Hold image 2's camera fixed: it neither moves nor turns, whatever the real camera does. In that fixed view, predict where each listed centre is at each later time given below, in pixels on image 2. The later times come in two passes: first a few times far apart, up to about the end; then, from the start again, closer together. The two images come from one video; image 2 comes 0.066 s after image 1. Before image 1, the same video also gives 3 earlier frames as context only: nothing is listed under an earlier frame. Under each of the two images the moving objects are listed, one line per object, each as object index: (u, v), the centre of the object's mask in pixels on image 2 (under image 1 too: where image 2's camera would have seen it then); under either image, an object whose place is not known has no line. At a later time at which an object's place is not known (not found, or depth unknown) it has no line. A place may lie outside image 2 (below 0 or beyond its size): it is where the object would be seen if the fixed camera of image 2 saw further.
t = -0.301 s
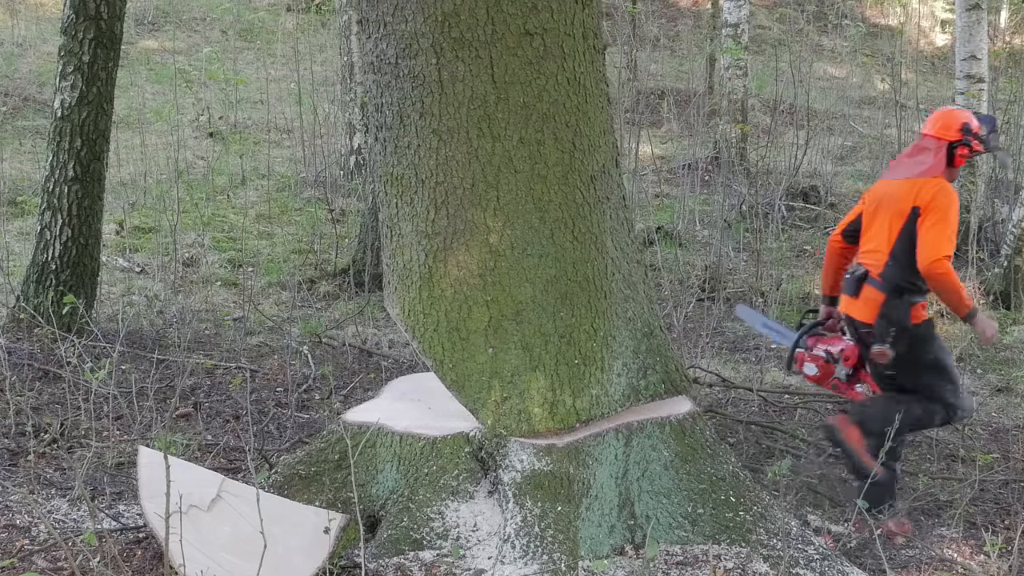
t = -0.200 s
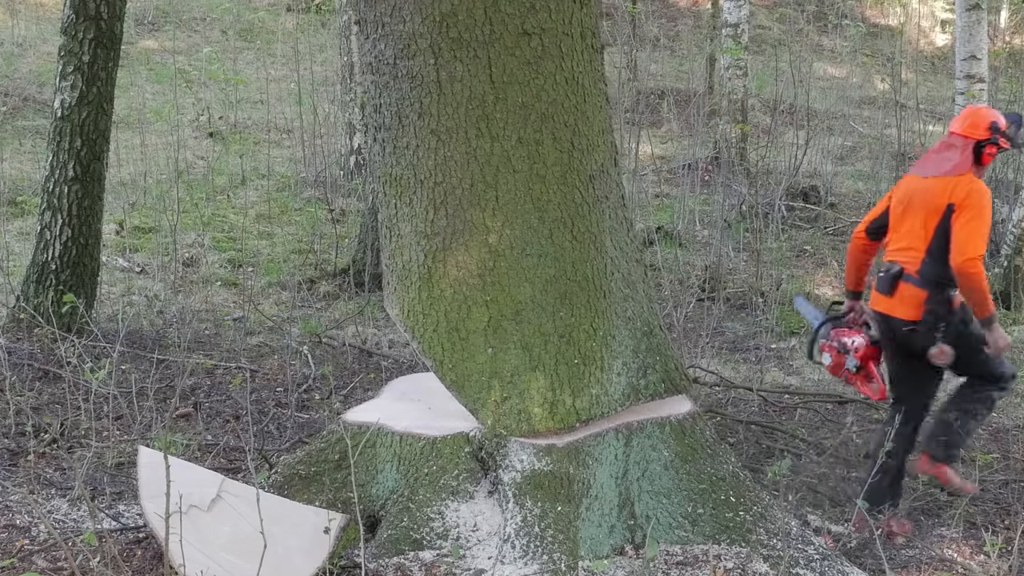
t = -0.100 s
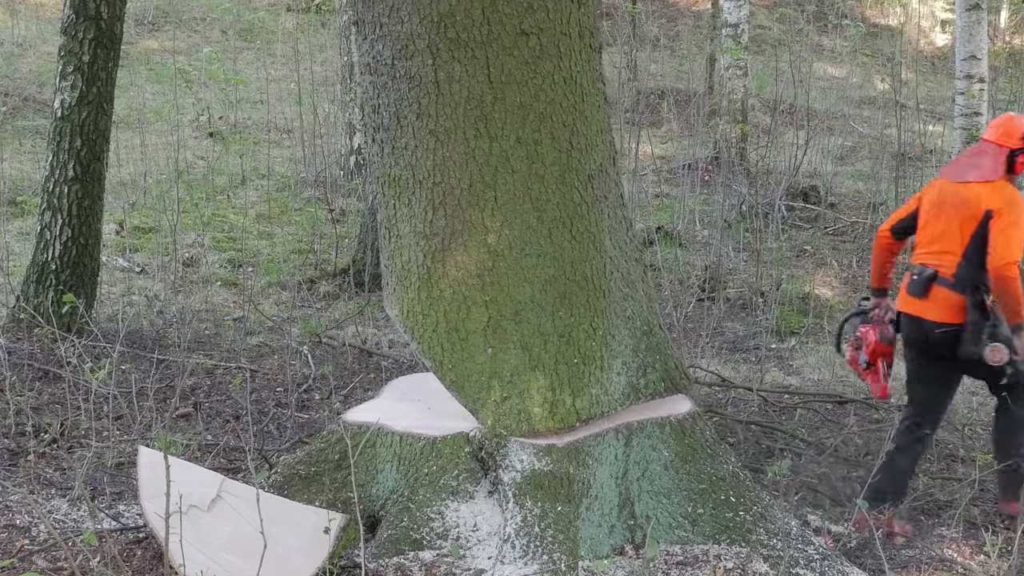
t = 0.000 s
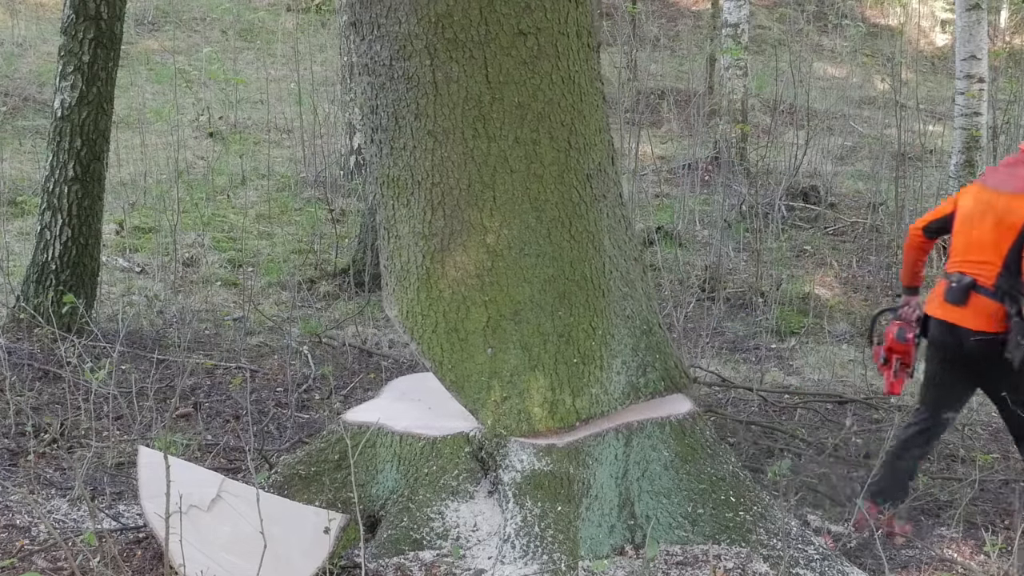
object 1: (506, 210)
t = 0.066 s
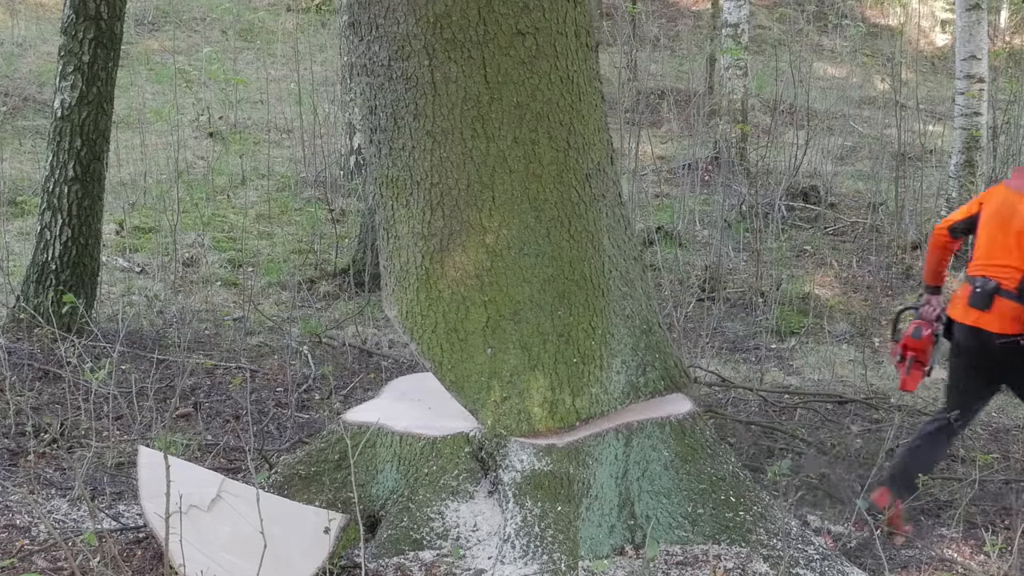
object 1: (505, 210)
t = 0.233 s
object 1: (503, 210)
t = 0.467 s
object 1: (500, 209)
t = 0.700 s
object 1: (496, 210)
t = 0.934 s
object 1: (491, 208)
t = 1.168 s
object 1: (485, 208)
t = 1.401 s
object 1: (478, 207)
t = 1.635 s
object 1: (470, 206)
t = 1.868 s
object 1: (460, 204)
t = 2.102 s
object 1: (448, 203)
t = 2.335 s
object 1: (434, 202)
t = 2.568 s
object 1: (417, 200)
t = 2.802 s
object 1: (395, 198)
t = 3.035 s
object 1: (368, 195)
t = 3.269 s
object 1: (334, 193)
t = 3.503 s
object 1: (304, 199)
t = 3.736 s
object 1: (281, 213)
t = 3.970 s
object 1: (269, 239)
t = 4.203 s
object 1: (250, 271)
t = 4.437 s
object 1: (191, 336)
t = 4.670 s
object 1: (136, 371)
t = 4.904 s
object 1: (147, 373)
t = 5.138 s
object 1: (159, 373)
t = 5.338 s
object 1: (160, 375)
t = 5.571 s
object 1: (159, 374)
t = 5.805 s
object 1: (159, 375)
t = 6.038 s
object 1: (159, 375)
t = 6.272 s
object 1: (159, 375)
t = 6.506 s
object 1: (159, 375)
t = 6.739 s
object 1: (159, 375)
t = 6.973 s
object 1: (159, 375)
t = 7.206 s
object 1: (159, 375)
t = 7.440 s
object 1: (159, 375)
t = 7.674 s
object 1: (159, 375)
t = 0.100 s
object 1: (504, 210)
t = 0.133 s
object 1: (504, 210)
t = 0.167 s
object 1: (504, 210)
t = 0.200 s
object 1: (504, 210)
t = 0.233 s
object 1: (503, 210)
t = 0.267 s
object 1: (503, 210)
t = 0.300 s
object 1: (502, 209)
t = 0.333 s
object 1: (502, 210)
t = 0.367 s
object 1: (502, 210)
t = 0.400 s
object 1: (501, 210)
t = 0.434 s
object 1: (501, 210)
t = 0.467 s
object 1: (500, 209)
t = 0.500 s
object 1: (500, 210)
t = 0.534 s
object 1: (499, 210)
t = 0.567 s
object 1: (499, 210)
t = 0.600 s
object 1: (498, 210)
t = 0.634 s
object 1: (498, 210)
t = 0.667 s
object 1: (497, 209)
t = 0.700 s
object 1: (496, 210)
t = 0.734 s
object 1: (495, 209)
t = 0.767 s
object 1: (495, 209)
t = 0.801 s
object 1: (494, 209)
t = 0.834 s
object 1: (493, 209)
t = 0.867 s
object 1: (492, 209)
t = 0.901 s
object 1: (492, 208)
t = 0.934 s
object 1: (491, 208)
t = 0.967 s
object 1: (490, 208)
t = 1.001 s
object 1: (489, 208)
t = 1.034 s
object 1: (488, 208)
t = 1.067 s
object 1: (488, 208)
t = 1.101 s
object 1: (487, 208)
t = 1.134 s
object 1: (486, 208)
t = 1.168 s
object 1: (485, 208)
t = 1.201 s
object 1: (484, 208)
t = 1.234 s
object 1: (483, 208)
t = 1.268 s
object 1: (482, 207)
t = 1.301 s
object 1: (481, 207)
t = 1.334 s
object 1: (480, 207)
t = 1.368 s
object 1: (479, 207)
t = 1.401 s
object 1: (478, 207)
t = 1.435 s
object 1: (477, 206)
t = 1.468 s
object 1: (476, 206)
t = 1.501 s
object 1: (475, 206)
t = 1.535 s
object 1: (474, 206)
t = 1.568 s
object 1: (472, 206)
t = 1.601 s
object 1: (471, 206)
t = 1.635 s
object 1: (470, 206)
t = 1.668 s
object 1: (469, 206)
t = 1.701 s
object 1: (467, 205)
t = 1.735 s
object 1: (465, 205)
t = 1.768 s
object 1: (464, 205)
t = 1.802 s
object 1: (463, 205)
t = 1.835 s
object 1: (461, 205)
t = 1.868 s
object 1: (460, 204)
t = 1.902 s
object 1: (458, 204)
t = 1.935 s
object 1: (457, 204)
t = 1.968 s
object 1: (455, 204)
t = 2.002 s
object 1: (453, 204)
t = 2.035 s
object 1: (451, 203)
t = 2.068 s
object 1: (449, 203)
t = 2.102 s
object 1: (448, 203)
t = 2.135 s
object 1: (446, 203)
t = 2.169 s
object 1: (444, 202)
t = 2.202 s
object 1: (442, 202)
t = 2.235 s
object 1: (440, 202)
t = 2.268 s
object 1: (438, 202)
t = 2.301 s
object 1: (436, 202)
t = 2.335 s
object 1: (434, 202)
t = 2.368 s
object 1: (431, 201)
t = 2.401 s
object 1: (429, 201)
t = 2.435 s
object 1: (427, 201)
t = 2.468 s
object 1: (424, 200)
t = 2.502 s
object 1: (422, 200)
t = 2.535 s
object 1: (419, 200)
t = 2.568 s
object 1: (417, 200)
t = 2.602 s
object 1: (414, 200)
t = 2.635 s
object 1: (411, 199)
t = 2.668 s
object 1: (409, 199)
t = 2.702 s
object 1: (405, 199)
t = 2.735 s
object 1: (402, 198)
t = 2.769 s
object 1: (399, 198)
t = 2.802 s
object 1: (395, 198)
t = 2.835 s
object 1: (392, 197)
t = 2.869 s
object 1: (388, 197)
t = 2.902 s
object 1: (385, 197)
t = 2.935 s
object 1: (380, 197)
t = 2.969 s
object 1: (377, 196)
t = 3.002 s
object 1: (373, 196)
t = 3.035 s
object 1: (368, 195)
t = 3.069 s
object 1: (363, 195)
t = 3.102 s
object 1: (359, 194)
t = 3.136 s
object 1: (353, 194)
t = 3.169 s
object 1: (348, 193)
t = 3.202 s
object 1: (343, 193)
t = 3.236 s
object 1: (338, 193)
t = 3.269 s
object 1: (334, 193)
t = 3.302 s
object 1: (329, 193)
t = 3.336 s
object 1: (324, 194)
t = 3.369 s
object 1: (320, 194)
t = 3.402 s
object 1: (316, 195)
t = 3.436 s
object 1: (312, 196)
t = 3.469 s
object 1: (308, 197)
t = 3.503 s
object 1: (304, 199)
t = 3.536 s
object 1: (301, 200)
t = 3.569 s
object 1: (297, 202)
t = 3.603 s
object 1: (294, 204)
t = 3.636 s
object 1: (290, 206)
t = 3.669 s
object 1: (287, 208)
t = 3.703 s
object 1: (284, 210)
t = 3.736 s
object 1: (281, 213)
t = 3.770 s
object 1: (278, 215)
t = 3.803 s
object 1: (275, 219)
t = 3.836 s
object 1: (273, 222)
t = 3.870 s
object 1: (271, 226)
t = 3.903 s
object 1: (270, 230)
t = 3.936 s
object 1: (269, 235)
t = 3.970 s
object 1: (269, 239)
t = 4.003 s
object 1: (267, 244)
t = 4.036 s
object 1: (266, 248)
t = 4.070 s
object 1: (264, 252)
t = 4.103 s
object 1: (261, 256)
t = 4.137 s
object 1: (258, 261)
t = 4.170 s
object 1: (255, 266)
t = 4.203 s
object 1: (250, 271)
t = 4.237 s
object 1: (245, 277)
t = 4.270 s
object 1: (238, 283)
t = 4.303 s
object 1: (232, 290)
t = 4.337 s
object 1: (224, 299)
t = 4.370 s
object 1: (214, 309)
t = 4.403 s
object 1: (203, 322)
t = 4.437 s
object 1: (191, 336)
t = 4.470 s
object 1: (177, 350)
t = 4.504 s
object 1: (167, 366)
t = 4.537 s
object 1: (156, 373)
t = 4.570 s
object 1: (148, 375)
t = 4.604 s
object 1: (141, 374)
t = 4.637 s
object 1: (138, 373)
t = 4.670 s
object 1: (136, 371)
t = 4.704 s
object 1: (136, 372)
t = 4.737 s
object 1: (137, 372)
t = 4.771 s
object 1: (138, 373)
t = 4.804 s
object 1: (140, 374)
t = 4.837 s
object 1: (142, 373)
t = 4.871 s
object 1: (144, 373)
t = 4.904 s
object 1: (147, 373)
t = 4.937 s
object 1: (150, 373)
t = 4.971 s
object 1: (152, 372)
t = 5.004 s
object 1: (154, 372)
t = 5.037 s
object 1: (156, 372)
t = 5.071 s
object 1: (157, 371)
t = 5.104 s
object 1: (158, 372)
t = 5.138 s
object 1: (159, 373)
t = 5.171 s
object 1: (159, 374)
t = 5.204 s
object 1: (160, 375)
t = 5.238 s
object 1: (160, 375)
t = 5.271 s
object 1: (160, 375)
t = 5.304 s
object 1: (160, 375)
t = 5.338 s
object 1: (160, 375)
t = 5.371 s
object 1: (159, 375)
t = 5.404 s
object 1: (159, 375)
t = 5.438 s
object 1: (159, 375)
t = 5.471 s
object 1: (159, 375)
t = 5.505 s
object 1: (159, 374)
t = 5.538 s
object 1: (159, 374)
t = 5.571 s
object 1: (159, 374)
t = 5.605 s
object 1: (159, 374)
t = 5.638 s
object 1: (159, 374)
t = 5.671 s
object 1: (159, 375)
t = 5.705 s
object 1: (159, 375)
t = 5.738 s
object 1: (159, 375)
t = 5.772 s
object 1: (159, 375)
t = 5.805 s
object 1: (159, 375)
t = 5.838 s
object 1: (159, 375)
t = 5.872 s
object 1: (159, 375)
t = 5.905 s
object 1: (159, 375)
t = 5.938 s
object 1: (159, 375)
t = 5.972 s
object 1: (159, 375)
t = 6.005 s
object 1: (159, 375)
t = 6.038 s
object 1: (159, 375)
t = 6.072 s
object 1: (159, 375)
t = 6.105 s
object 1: (159, 375)
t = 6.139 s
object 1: (159, 375)
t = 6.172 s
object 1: (159, 375)
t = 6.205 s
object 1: (159, 375)
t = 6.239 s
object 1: (159, 375)
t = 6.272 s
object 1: (159, 375)
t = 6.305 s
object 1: (159, 375)
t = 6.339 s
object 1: (159, 375)
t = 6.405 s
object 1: (159, 375)
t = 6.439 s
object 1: (159, 375)
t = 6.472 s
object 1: (159, 375)
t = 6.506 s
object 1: (159, 375)
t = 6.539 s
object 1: (159, 375)
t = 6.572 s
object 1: (159, 375)
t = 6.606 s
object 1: (159, 375)
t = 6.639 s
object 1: (159, 375)
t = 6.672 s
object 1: (159, 375)
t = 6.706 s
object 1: (159, 375)
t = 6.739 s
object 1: (159, 375)
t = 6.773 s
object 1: (159, 375)
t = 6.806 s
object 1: (159, 375)
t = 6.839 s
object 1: (159, 375)
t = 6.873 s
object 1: (159, 375)
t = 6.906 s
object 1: (159, 375)
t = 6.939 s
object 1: (159, 375)
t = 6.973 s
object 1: (159, 375)
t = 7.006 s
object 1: (159, 375)
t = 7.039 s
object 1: (159, 375)
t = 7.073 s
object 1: (159, 375)
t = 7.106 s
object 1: (159, 375)
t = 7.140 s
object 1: (159, 375)
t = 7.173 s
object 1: (159, 375)
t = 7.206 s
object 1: (159, 375)
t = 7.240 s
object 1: (159, 375)
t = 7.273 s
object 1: (159, 375)
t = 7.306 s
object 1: (159, 375)
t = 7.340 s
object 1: (159, 375)
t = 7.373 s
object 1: (159, 375)
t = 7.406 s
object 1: (159, 375)
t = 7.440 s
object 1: (159, 375)
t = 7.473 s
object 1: (159, 375)
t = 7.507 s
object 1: (159, 375)
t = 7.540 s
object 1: (159, 375)
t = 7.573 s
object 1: (159, 375)
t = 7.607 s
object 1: (160, 375)
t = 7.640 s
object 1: (159, 375)
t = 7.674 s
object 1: (159, 375)
